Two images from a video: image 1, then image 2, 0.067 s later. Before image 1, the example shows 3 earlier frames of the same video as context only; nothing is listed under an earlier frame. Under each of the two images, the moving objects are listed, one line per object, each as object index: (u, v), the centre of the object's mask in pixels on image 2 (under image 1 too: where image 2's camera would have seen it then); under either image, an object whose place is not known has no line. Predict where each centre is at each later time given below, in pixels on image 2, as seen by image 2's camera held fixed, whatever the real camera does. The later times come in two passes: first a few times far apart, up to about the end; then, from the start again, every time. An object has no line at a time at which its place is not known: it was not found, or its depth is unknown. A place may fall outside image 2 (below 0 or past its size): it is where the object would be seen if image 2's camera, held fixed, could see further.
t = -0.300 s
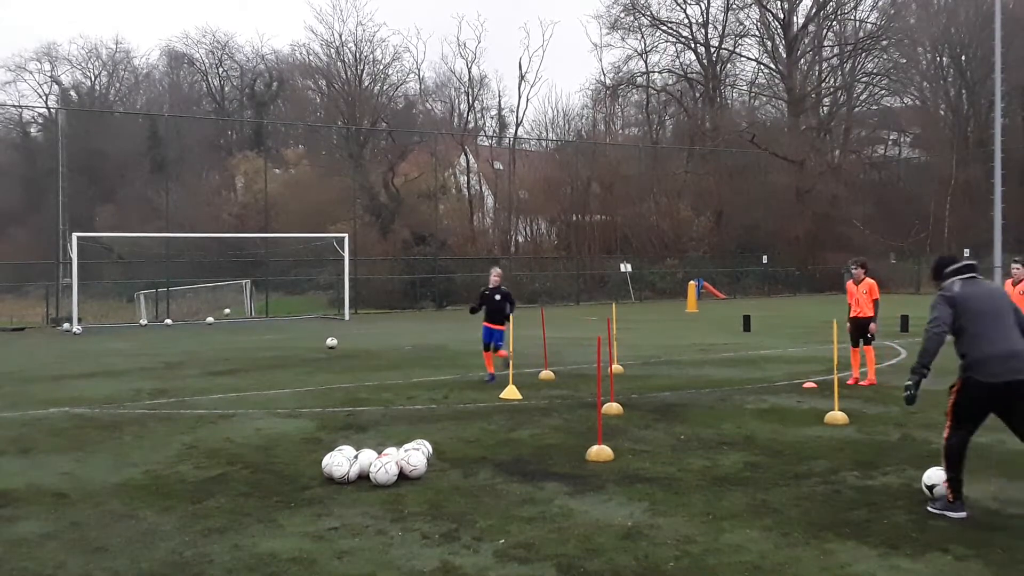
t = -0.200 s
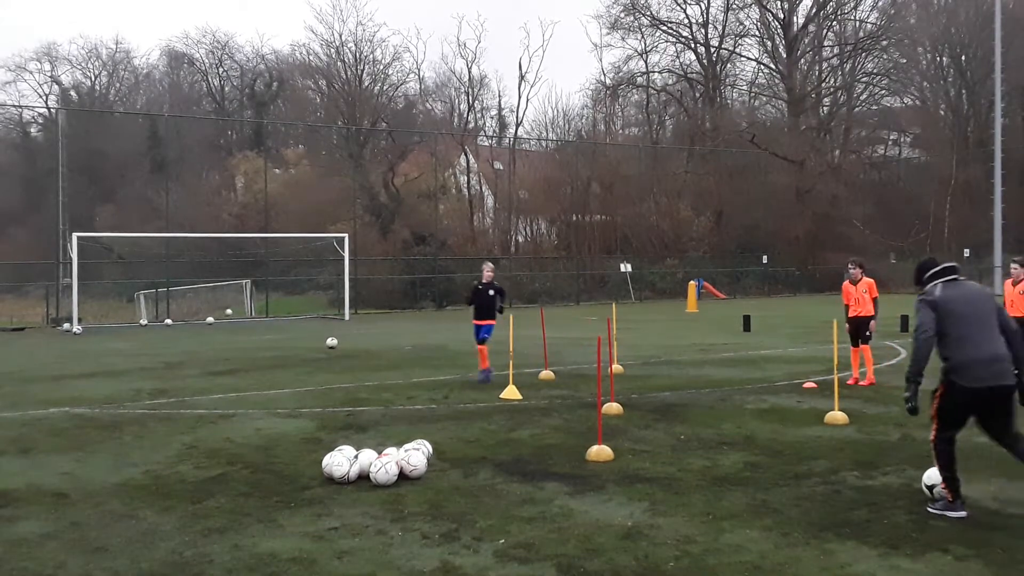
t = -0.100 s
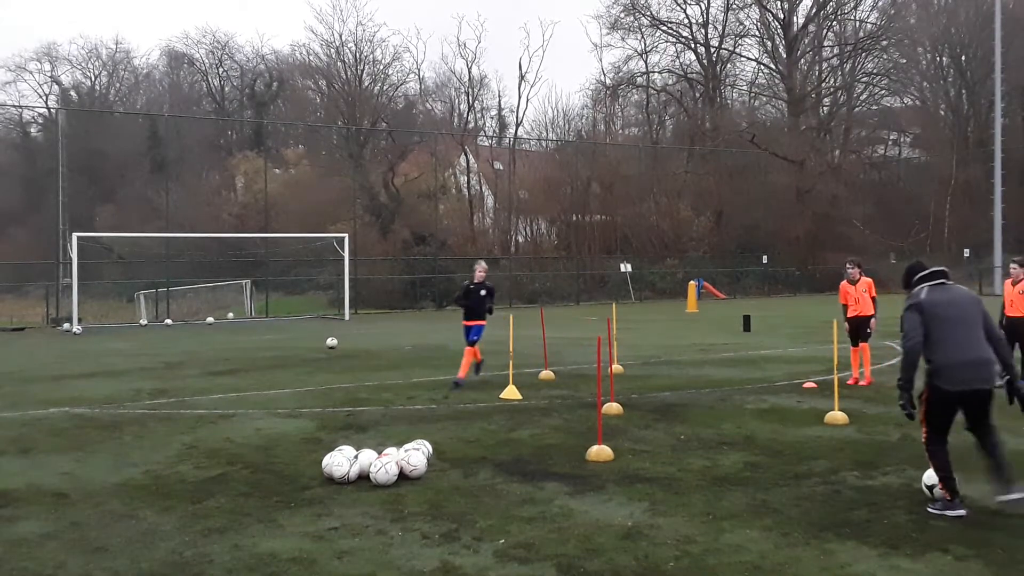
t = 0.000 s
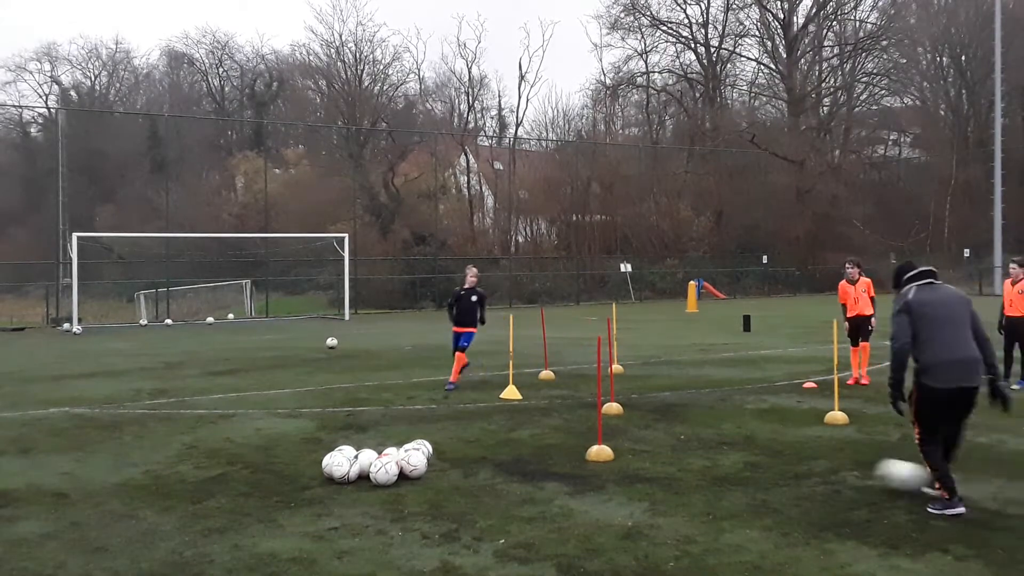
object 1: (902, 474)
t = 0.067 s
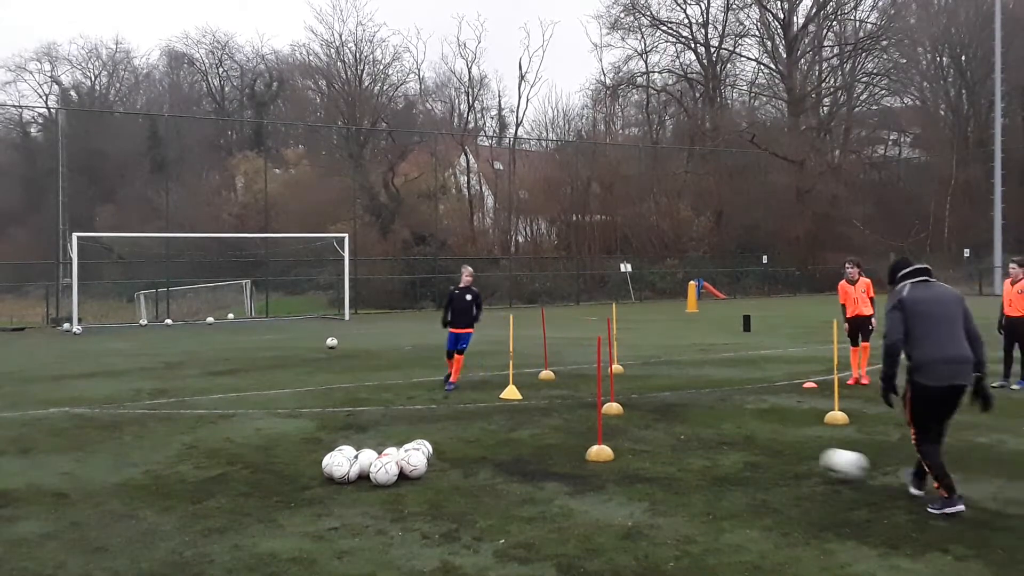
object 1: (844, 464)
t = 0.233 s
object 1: (733, 441)
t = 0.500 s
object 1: (621, 419)
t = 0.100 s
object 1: (819, 458)
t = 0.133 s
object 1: (795, 455)
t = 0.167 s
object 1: (773, 450)
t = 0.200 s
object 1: (752, 446)
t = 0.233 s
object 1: (733, 441)
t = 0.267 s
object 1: (716, 437)
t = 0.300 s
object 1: (699, 435)
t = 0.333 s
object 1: (684, 431)
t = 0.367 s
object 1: (670, 428)
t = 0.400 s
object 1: (656, 425)
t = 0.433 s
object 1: (643, 424)
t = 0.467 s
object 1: (632, 421)
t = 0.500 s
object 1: (621, 419)
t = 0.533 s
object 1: (612, 417)
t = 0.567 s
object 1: (601, 415)
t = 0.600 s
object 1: (588, 413)
